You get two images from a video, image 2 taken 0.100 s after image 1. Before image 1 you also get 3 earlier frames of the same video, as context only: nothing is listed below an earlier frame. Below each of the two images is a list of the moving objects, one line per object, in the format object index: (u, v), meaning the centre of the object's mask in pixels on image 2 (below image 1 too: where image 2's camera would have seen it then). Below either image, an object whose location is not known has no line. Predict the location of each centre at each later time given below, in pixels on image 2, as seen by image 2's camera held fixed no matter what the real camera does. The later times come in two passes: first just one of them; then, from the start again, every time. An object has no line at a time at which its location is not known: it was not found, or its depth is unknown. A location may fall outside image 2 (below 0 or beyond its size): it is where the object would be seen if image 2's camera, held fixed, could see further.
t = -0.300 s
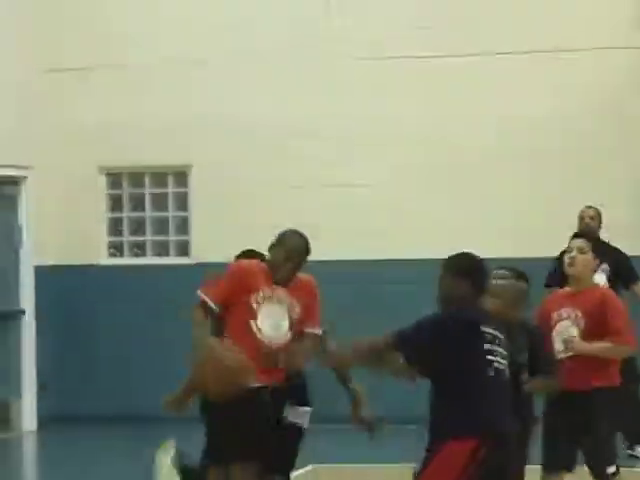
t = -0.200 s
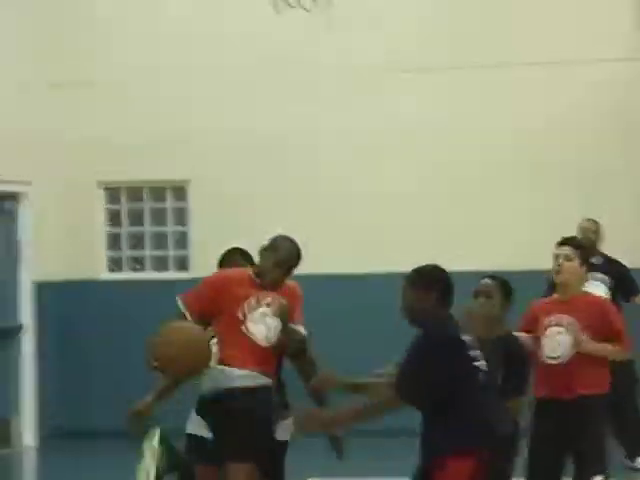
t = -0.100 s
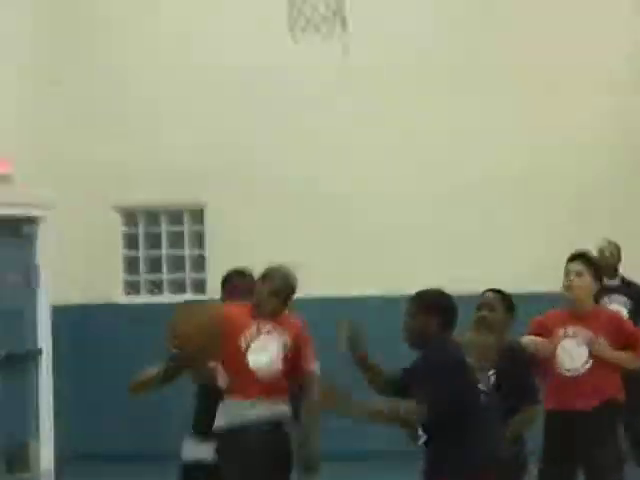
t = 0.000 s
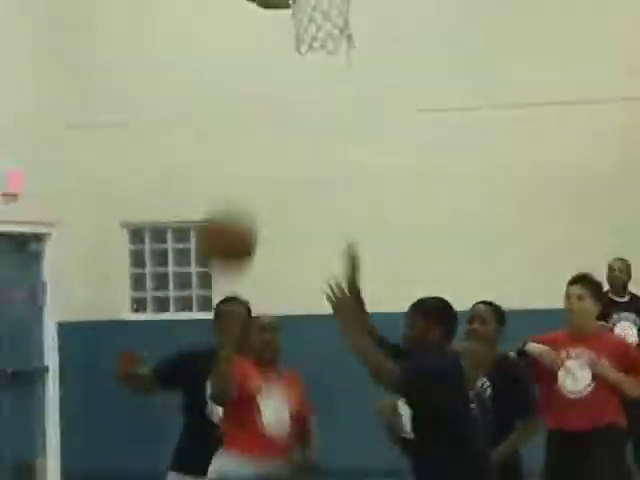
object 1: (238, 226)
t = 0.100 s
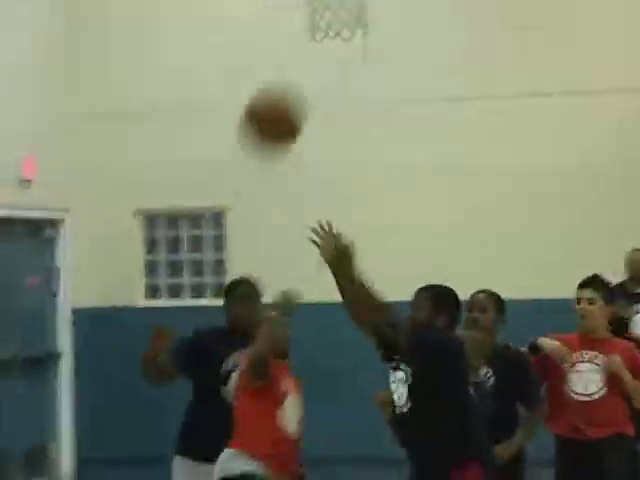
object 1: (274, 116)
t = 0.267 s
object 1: (328, -3)
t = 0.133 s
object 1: (282, 86)
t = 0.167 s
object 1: (294, 59)
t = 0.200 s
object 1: (308, 35)
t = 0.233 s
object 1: (319, 15)
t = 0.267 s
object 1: (328, -3)
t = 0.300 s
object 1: (337, -16)
